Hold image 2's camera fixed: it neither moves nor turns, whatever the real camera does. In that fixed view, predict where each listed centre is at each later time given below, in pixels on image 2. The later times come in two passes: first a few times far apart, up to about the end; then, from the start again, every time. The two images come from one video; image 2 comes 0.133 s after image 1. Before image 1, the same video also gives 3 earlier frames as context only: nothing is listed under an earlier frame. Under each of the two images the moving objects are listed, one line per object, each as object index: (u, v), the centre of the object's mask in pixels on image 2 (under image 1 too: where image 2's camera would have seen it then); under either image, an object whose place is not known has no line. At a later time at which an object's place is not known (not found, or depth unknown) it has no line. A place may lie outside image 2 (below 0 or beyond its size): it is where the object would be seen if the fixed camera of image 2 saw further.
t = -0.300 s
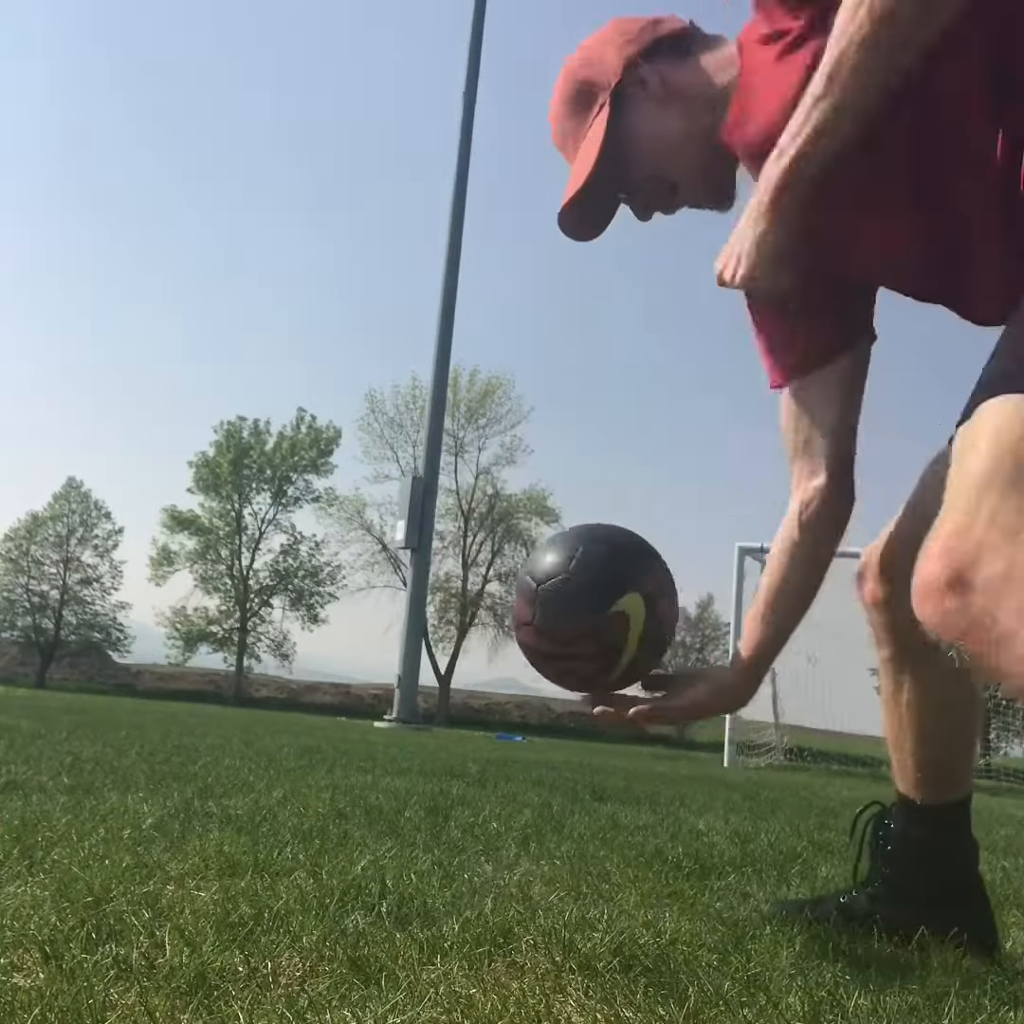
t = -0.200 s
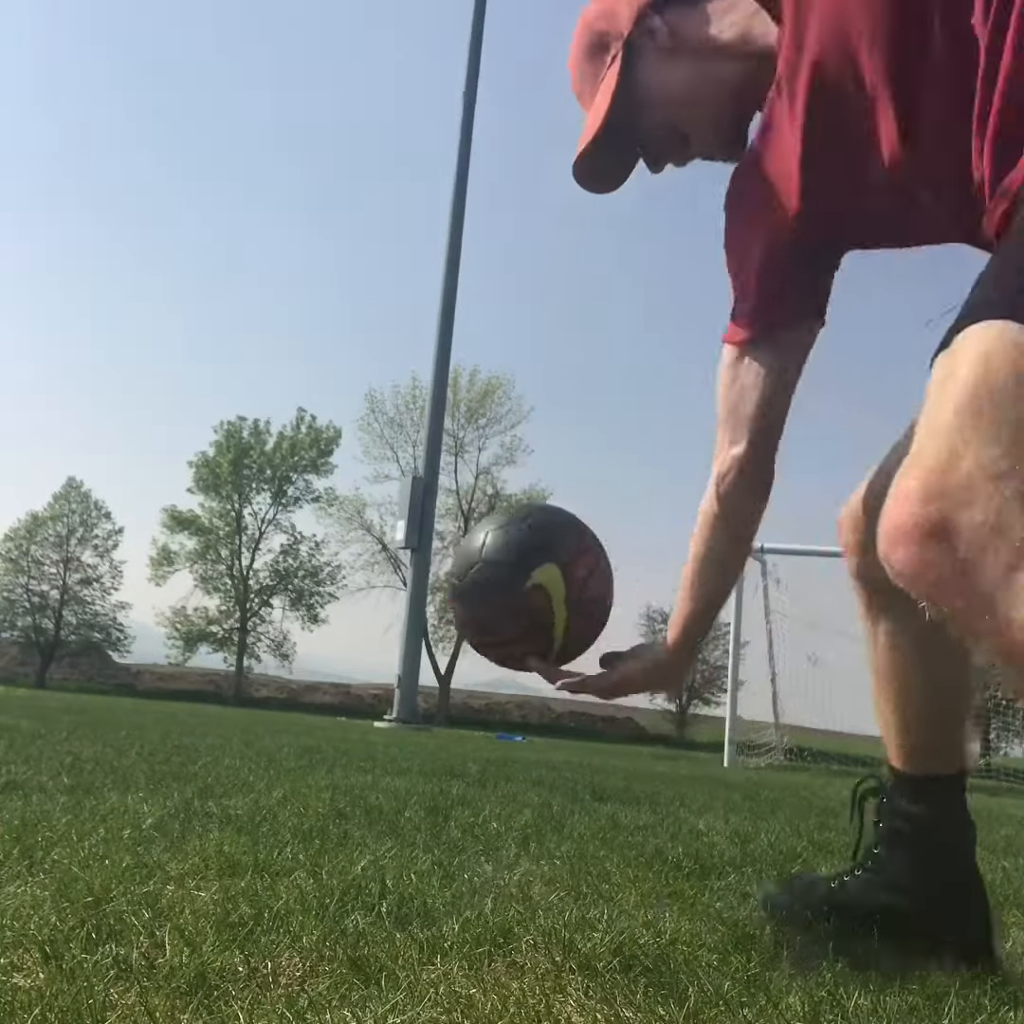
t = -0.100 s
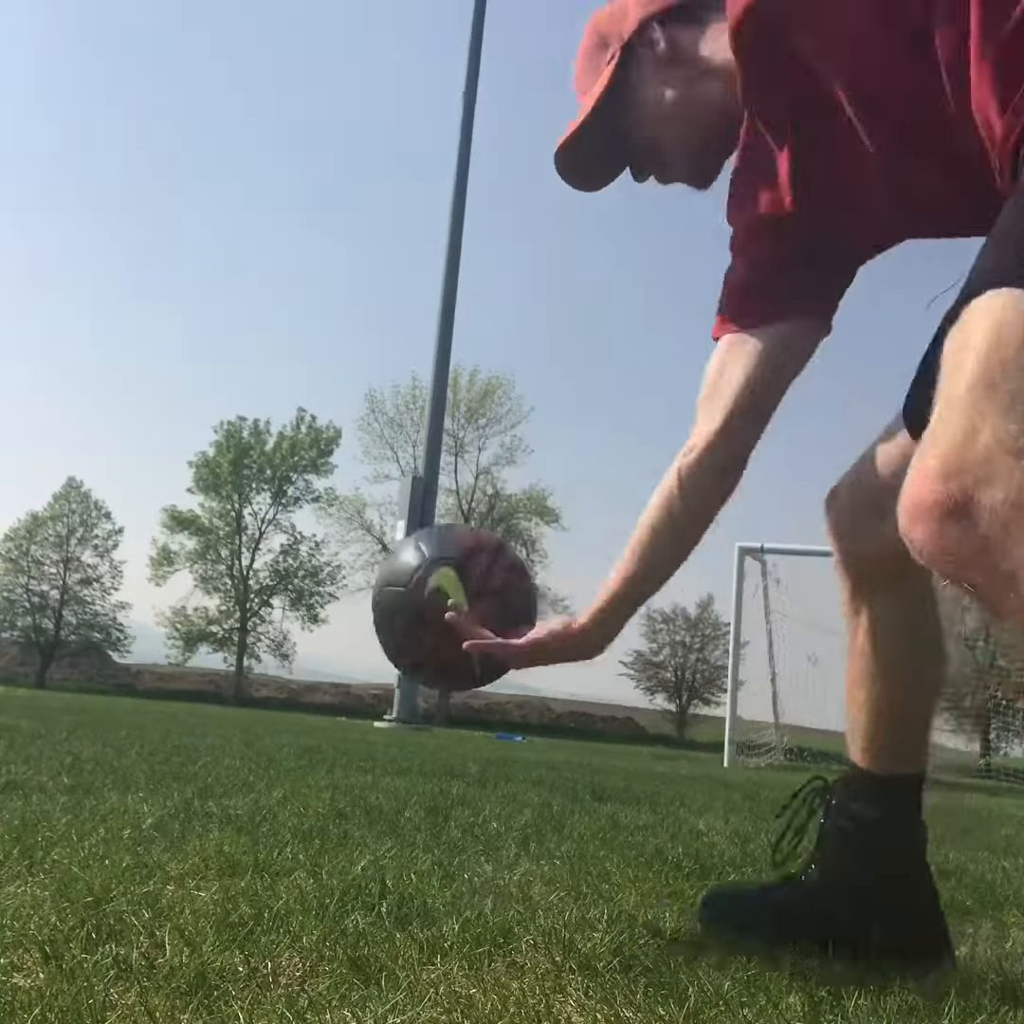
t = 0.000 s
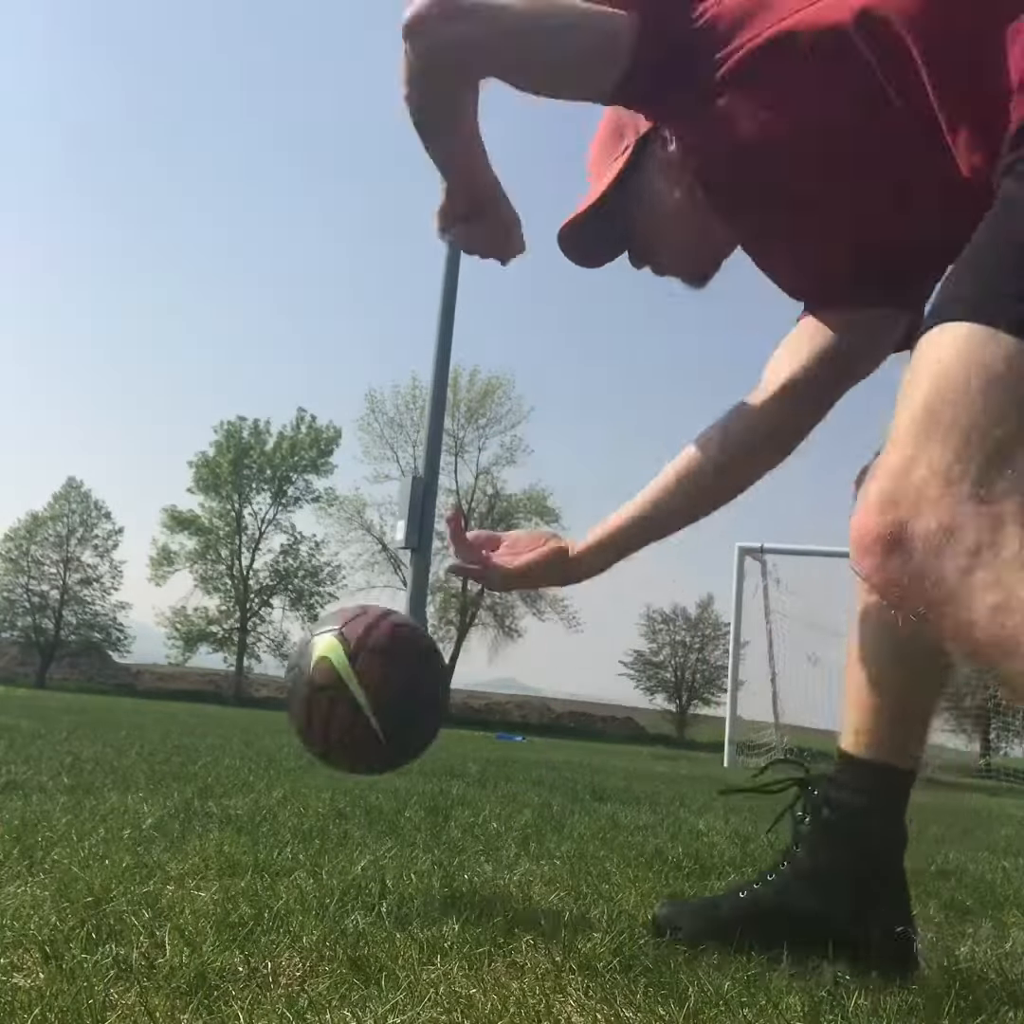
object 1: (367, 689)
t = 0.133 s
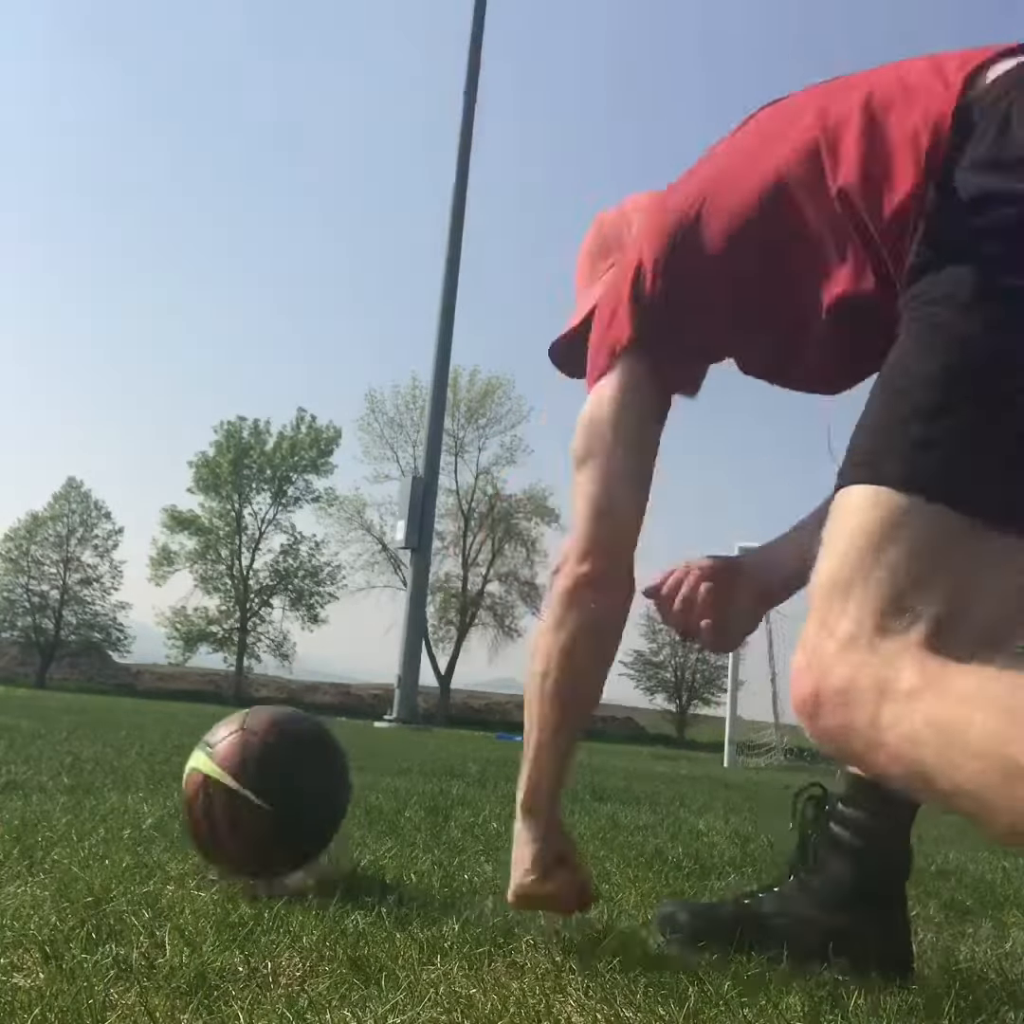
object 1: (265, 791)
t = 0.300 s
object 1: (205, 732)
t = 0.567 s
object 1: (100, 785)
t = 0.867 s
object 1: (59, 772)
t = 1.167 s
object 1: (50, 765)
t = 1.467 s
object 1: (57, 769)
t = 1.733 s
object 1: (60, 773)
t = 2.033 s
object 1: (62, 775)
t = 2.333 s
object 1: (63, 775)
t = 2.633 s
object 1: (63, 775)
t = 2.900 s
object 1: (63, 774)
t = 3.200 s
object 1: (63, 775)
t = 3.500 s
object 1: (63, 775)
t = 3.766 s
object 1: (63, 776)
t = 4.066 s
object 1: (63, 776)
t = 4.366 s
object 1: (63, 775)
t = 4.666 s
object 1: (63, 776)
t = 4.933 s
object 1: (63, 776)
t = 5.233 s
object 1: (63, 776)
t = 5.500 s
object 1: (63, 776)
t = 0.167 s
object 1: (254, 762)
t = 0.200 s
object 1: (243, 743)
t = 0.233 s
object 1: (231, 731)
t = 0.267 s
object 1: (218, 727)
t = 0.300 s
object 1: (205, 732)
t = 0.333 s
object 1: (190, 744)
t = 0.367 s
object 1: (175, 763)
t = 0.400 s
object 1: (159, 791)
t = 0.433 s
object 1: (147, 794)
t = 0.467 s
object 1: (136, 783)
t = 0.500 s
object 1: (125, 778)
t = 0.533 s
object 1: (112, 779)
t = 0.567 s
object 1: (100, 785)
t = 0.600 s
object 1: (91, 786)
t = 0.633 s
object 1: (83, 782)
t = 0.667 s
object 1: (77, 780)
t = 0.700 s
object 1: (73, 779)
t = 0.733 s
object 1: (69, 777)
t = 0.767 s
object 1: (67, 776)
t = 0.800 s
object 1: (65, 776)
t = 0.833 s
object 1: (63, 776)
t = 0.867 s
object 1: (59, 772)
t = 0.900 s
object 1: (57, 771)
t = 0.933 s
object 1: (55, 769)
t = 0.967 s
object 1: (53, 768)
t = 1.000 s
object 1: (52, 767)
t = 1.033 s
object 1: (52, 766)
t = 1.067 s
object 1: (51, 765)
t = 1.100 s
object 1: (51, 766)
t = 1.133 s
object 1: (51, 766)
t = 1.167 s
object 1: (50, 765)
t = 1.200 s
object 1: (51, 765)
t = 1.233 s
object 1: (51, 766)
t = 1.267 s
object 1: (52, 766)
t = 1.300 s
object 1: (52, 766)
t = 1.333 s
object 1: (53, 767)
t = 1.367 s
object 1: (54, 767)
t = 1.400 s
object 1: (55, 768)
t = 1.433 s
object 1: (56, 769)
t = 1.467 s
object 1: (57, 769)
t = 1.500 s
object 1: (57, 770)
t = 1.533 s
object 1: (58, 771)
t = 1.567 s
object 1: (59, 772)
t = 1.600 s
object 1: (59, 772)
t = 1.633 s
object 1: (59, 772)
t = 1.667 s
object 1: (59, 773)
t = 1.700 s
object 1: (60, 773)
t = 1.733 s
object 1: (60, 773)
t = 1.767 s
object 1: (60, 773)
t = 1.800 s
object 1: (61, 774)
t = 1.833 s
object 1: (61, 774)
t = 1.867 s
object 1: (62, 774)
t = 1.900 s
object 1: (62, 774)
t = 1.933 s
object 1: (62, 774)
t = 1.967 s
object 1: (62, 775)
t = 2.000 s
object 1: (62, 775)
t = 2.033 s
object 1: (62, 775)
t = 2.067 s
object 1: (62, 775)
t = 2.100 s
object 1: (63, 775)
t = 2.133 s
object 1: (63, 775)
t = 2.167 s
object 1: (63, 775)
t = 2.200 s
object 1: (63, 775)
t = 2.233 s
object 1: (63, 775)
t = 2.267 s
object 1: (63, 775)
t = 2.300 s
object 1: (63, 775)
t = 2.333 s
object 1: (63, 775)
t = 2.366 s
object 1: (63, 775)
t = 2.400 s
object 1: (63, 775)
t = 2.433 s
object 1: (63, 775)
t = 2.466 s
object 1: (63, 775)
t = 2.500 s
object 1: (63, 775)
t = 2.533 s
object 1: (63, 775)
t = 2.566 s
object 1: (63, 775)
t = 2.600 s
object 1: (63, 775)
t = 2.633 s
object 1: (63, 775)
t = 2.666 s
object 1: (63, 775)
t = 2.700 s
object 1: (63, 775)
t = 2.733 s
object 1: (63, 775)
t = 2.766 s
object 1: (63, 775)
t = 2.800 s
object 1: (63, 775)
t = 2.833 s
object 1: (63, 774)
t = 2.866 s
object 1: (63, 774)
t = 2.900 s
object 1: (63, 774)
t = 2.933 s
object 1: (63, 774)
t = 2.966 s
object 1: (63, 774)
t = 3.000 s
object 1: (63, 774)
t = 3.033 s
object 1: (63, 774)
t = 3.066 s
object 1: (63, 774)
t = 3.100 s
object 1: (63, 774)
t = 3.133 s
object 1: (63, 775)
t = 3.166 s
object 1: (63, 775)
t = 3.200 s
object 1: (63, 775)
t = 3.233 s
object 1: (63, 775)
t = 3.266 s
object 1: (63, 775)
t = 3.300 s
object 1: (63, 775)
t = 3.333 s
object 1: (63, 775)
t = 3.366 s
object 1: (63, 775)
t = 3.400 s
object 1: (63, 775)
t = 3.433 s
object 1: (63, 775)
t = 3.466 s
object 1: (63, 775)
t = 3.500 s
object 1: (63, 775)
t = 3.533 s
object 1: (63, 775)
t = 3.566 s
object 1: (63, 775)
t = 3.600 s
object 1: (63, 775)
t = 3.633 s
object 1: (63, 775)
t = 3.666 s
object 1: (63, 776)
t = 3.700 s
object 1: (63, 776)
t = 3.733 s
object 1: (63, 776)
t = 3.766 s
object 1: (63, 776)
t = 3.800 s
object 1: (63, 776)
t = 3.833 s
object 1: (63, 776)
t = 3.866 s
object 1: (63, 776)
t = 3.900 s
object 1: (63, 776)
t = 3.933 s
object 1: (63, 776)
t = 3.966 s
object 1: (63, 776)
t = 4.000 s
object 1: (63, 776)
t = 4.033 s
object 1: (63, 776)
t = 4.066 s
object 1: (63, 776)
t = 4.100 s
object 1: (63, 776)
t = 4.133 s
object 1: (63, 775)
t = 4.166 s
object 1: (63, 776)
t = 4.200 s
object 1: (63, 776)
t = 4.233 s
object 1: (63, 775)
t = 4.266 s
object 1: (63, 775)
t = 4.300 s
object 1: (63, 776)
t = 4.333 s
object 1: (63, 775)
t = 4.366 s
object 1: (63, 775)
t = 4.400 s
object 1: (63, 776)
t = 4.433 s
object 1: (63, 776)
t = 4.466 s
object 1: (63, 775)
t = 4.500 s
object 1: (63, 776)
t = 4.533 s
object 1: (63, 776)
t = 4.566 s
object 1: (63, 775)
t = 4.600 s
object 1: (63, 776)
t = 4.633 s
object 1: (63, 776)
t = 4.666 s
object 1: (63, 776)
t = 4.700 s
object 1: (63, 776)
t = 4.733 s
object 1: (63, 776)
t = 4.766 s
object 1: (63, 776)
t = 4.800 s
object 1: (63, 776)
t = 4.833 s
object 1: (63, 776)
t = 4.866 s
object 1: (63, 776)
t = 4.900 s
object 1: (63, 776)
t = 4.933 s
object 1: (63, 776)
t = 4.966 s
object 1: (63, 776)
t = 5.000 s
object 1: (63, 776)
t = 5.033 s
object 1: (63, 776)
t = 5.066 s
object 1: (63, 776)
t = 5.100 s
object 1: (63, 776)
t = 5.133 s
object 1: (63, 776)
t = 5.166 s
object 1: (63, 775)
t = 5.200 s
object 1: (63, 775)
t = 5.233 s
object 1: (63, 776)
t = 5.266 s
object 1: (63, 776)
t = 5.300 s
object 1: (63, 776)
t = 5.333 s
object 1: (63, 776)
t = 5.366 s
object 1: (63, 776)
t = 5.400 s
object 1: (63, 776)
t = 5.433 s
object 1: (63, 776)
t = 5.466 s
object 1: (63, 776)
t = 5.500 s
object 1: (63, 776)
